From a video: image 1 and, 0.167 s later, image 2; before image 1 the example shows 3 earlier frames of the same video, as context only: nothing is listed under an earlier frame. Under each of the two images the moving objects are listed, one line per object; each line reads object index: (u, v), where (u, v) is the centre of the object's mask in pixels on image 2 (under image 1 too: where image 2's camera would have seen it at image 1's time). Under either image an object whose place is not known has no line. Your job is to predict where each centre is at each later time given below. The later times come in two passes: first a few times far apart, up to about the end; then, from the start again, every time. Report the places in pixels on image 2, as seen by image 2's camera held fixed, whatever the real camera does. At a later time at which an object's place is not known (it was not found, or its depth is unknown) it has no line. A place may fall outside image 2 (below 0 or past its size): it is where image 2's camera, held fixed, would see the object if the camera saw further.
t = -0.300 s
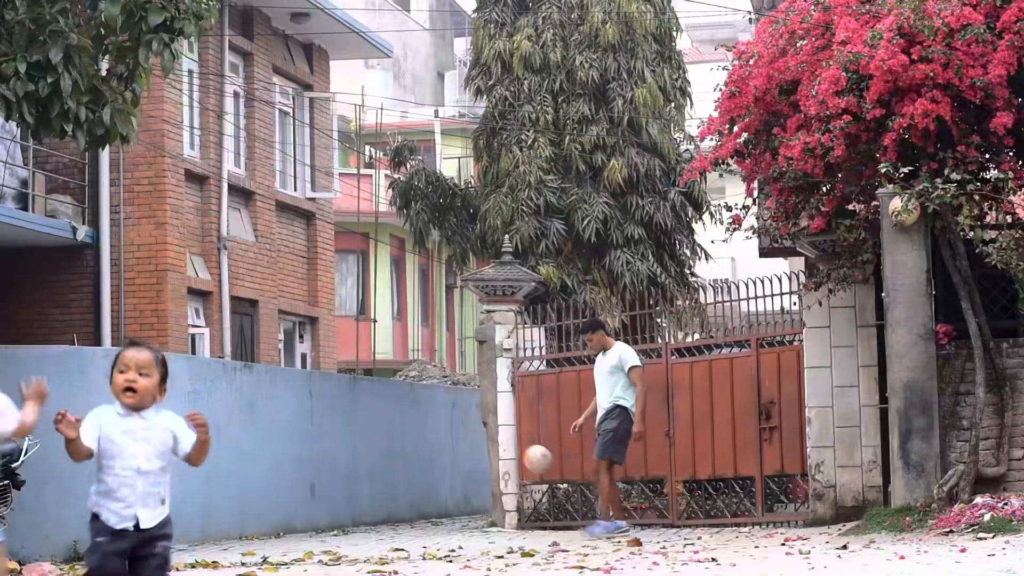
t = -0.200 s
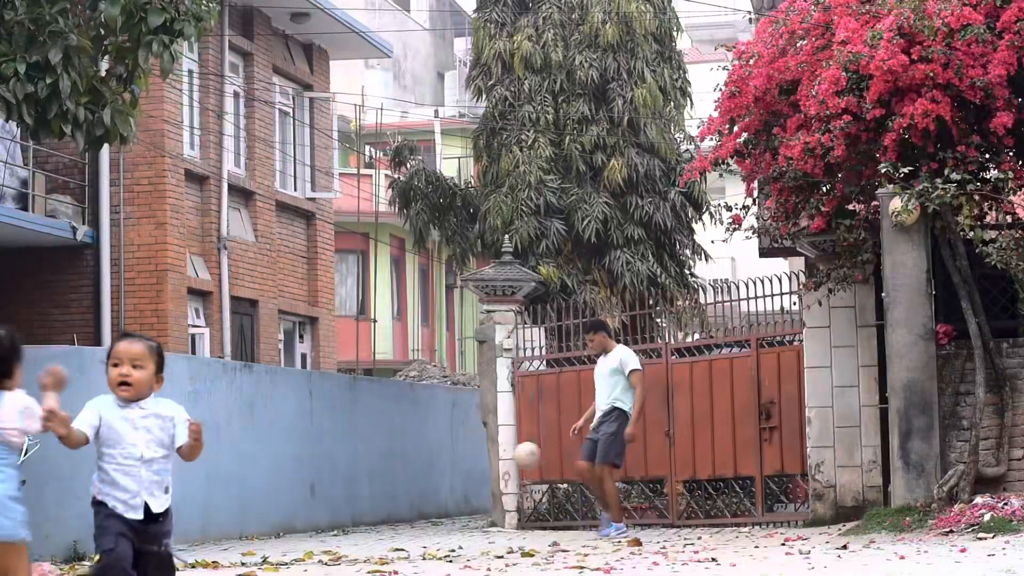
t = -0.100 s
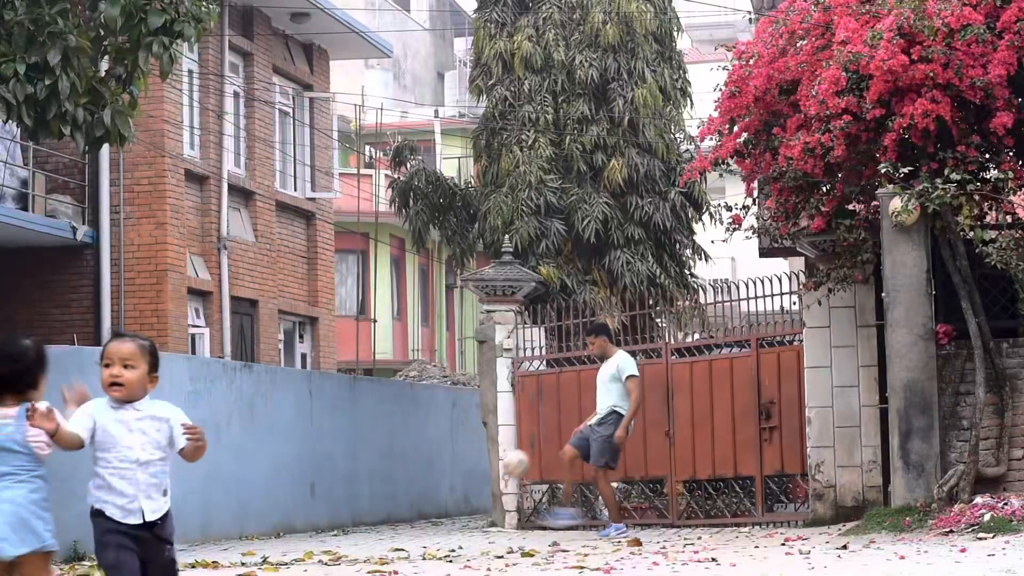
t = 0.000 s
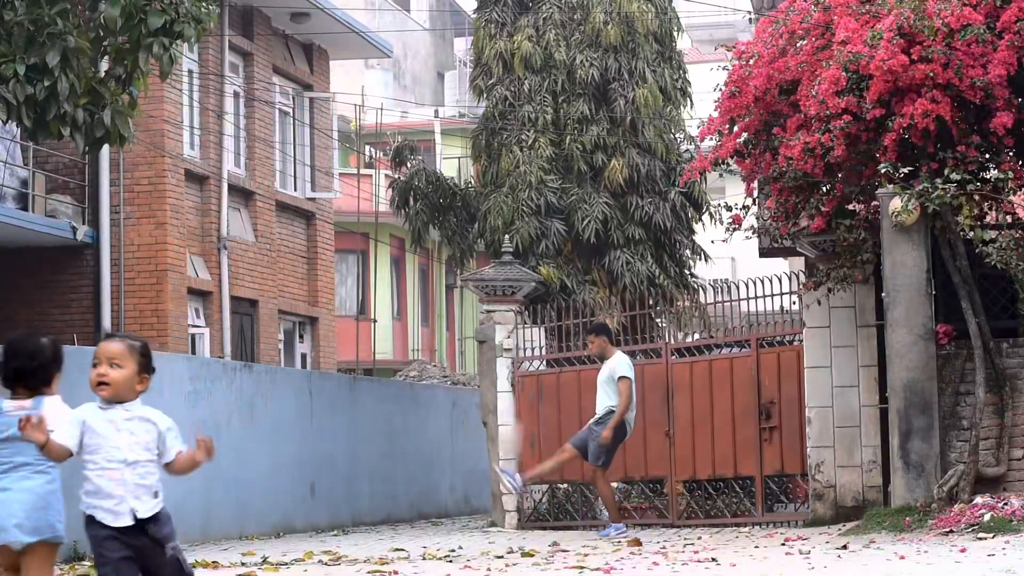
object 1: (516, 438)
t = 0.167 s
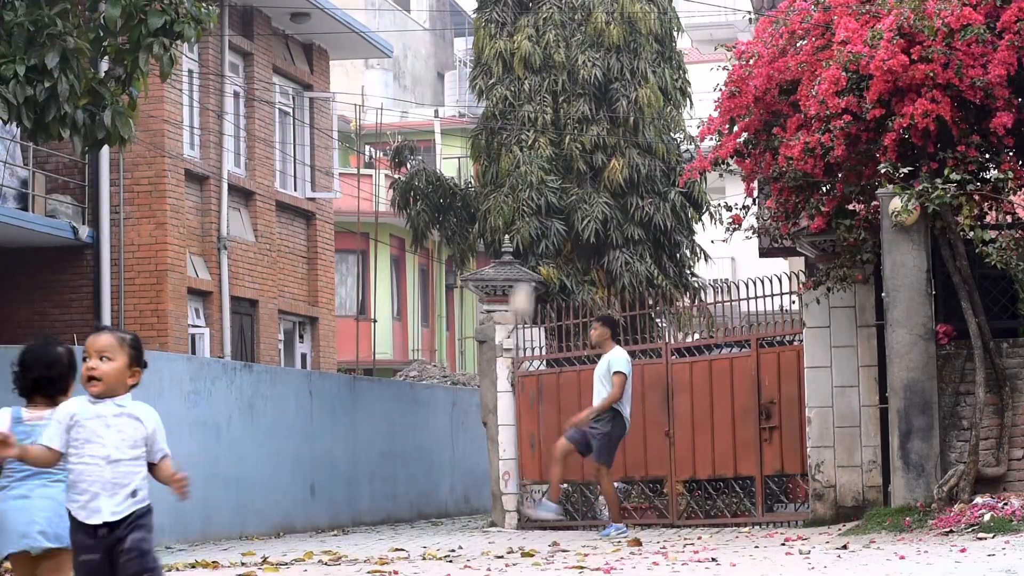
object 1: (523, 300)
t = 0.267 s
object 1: (528, 238)
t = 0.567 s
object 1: (552, 120)
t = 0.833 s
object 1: (575, 106)
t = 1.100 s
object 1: (603, 180)
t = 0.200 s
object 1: (524, 280)
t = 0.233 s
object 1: (526, 257)
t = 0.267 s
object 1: (528, 238)
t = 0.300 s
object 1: (532, 221)
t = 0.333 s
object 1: (533, 203)
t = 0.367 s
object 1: (536, 187)
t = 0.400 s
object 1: (539, 171)
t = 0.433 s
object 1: (542, 157)
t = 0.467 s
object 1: (544, 146)
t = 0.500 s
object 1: (547, 136)
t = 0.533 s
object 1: (550, 127)
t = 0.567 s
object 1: (552, 120)
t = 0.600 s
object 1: (555, 113)
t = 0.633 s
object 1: (558, 108)
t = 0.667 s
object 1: (561, 104)
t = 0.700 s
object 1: (564, 102)
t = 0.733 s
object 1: (566, 101)
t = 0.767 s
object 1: (570, 102)
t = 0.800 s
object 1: (573, 103)
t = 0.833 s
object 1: (575, 106)
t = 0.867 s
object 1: (578, 110)
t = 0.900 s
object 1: (582, 116)
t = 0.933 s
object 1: (585, 122)
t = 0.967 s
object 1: (589, 132)
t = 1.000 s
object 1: (592, 141)
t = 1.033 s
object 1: (596, 154)
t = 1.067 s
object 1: (599, 167)
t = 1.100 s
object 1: (603, 180)
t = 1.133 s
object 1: (606, 196)
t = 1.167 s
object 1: (610, 213)
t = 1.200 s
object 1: (614, 233)
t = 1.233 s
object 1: (617, 253)
